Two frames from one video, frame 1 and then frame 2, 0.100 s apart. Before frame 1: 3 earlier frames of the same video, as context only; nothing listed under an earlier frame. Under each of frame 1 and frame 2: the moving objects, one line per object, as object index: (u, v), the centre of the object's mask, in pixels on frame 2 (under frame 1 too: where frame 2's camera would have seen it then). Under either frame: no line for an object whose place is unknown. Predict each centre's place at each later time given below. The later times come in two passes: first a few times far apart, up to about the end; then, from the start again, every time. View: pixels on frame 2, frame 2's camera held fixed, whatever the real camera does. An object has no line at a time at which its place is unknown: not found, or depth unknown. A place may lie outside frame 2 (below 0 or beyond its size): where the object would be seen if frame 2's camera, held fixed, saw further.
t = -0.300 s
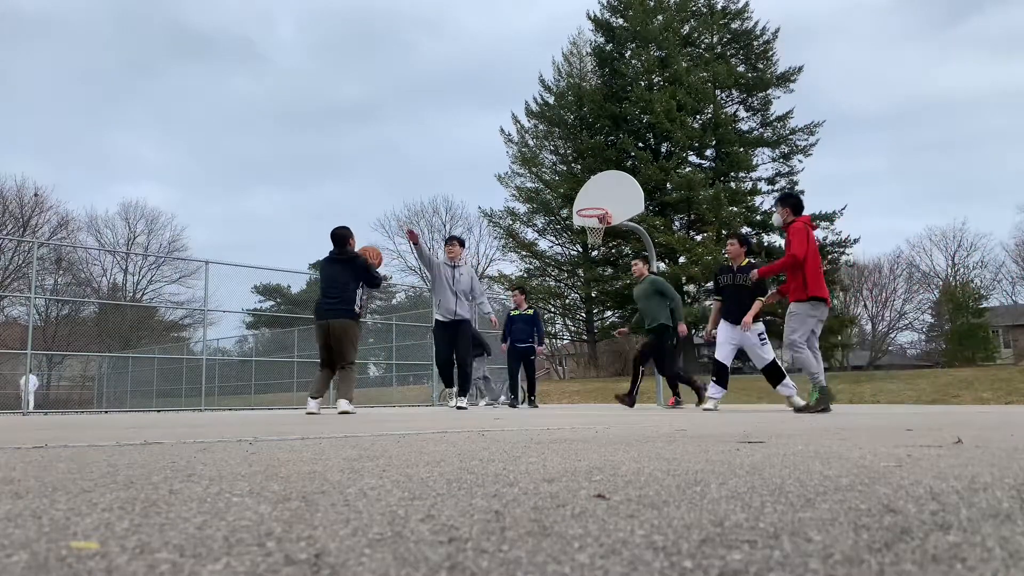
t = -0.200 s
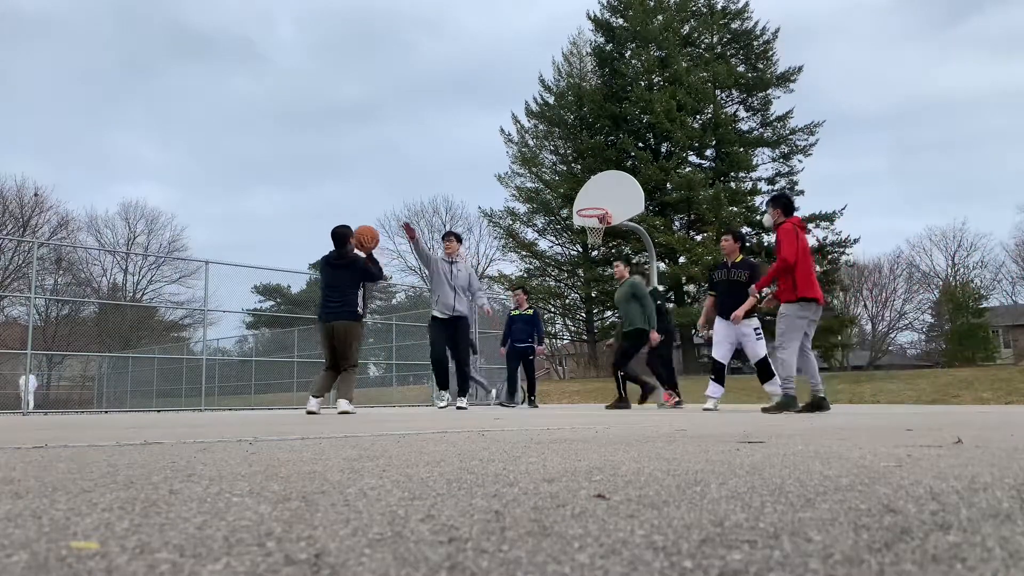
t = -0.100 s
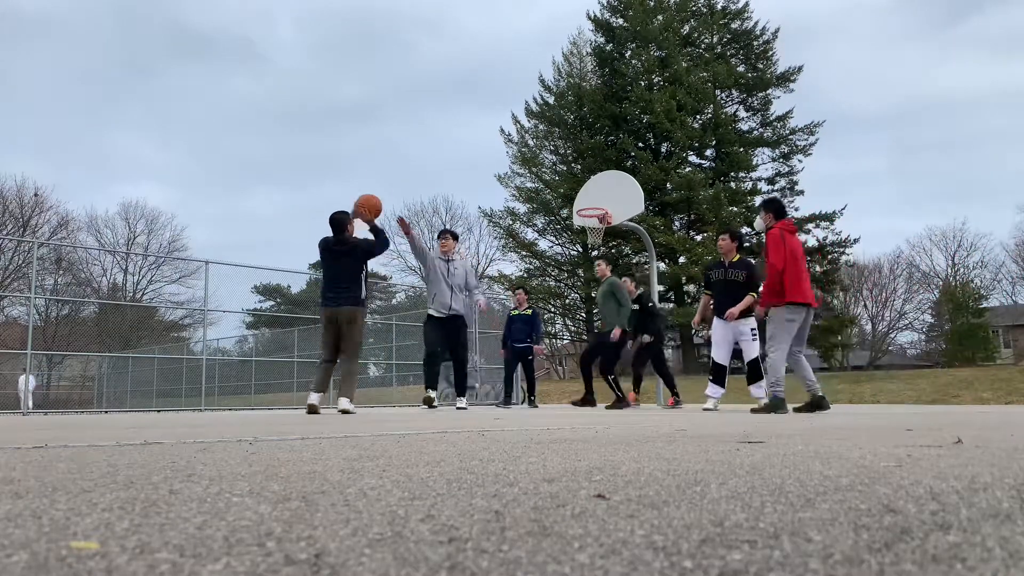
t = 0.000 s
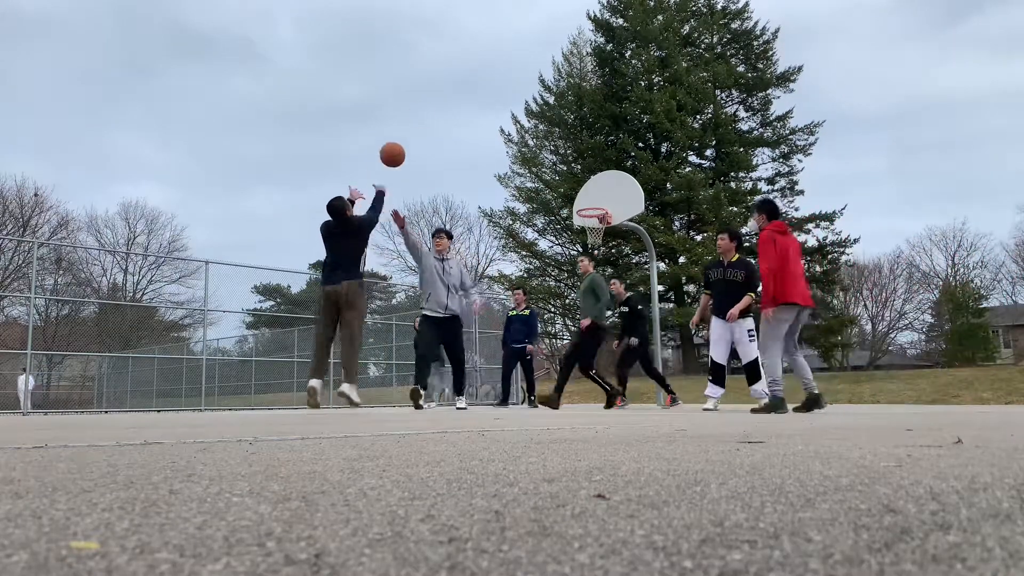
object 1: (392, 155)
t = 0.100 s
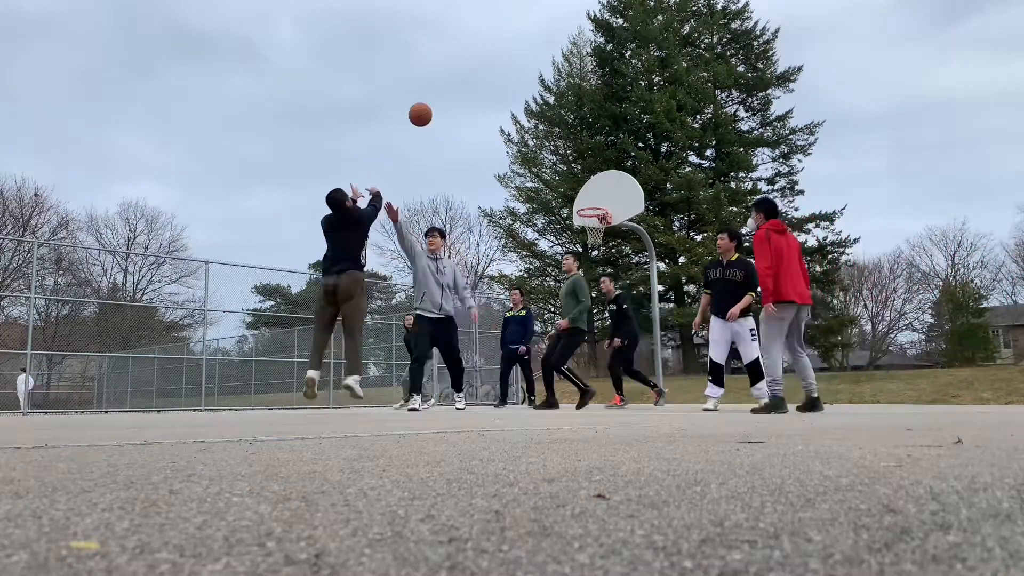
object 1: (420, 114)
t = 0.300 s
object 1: (466, 71)
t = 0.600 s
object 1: (520, 75)
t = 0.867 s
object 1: (559, 126)
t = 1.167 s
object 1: (595, 217)
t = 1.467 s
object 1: (596, 237)
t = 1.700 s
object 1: (595, 280)
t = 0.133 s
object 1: (429, 104)
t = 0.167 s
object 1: (437, 95)
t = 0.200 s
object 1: (445, 87)
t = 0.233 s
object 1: (452, 81)
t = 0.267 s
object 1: (459, 75)
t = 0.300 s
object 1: (466, 71)
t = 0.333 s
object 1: (473, 68)
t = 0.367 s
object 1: (479, 66)
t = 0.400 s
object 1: (485, 65)
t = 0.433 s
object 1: (491, 64)
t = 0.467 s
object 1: (497, 65)
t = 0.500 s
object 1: (503, 66)
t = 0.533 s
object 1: (509, 68)
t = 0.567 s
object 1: (514, 71)
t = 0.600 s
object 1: (520, 75)
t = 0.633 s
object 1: (525, 79)
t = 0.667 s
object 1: (530, 84)
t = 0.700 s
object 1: (535, 89)
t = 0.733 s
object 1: (540, 96)
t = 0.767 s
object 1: (546, 102)
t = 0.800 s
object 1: (549, 110)
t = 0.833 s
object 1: (554, 117)
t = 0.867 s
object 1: (559, 126)
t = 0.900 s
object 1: (563, 134)
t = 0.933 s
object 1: (569, 145)
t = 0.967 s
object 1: (572, 154)
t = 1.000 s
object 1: (576, 165)
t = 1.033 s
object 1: (581, 175)
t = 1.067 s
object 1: (585, 186)
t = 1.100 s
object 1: (589, 198)
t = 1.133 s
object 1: (592, 208)
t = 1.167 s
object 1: (595, 217)
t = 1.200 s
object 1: (598, 228)
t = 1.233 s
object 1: (600, 228)
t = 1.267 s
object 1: (598, 233)
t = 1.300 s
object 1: (598, 233)
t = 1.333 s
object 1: (597, 233)
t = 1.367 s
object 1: (598, 231)
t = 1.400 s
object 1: (598, 232)
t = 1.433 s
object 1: (596, 235)
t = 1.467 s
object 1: (596, 237)
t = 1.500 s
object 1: (597, 240)
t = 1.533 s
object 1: (595, 248)
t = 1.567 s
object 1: (595, 252)
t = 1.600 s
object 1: (595, 259)
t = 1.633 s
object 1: (595, 266)
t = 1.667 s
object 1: (595, 273)
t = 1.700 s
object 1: (595, 280)
